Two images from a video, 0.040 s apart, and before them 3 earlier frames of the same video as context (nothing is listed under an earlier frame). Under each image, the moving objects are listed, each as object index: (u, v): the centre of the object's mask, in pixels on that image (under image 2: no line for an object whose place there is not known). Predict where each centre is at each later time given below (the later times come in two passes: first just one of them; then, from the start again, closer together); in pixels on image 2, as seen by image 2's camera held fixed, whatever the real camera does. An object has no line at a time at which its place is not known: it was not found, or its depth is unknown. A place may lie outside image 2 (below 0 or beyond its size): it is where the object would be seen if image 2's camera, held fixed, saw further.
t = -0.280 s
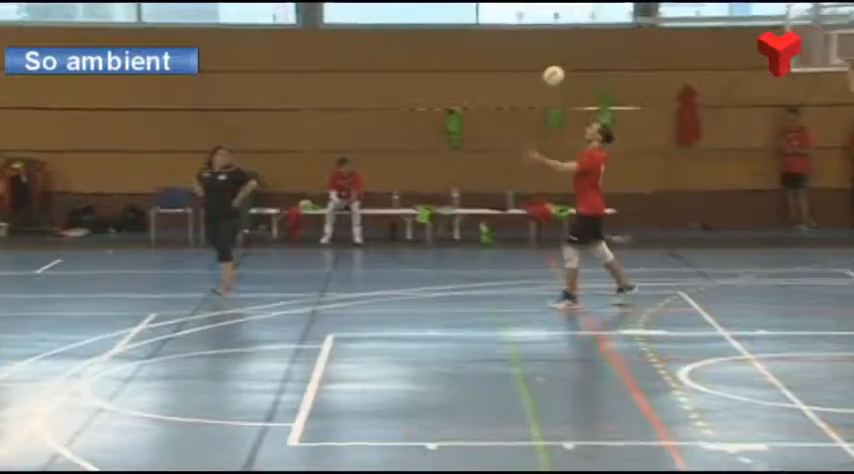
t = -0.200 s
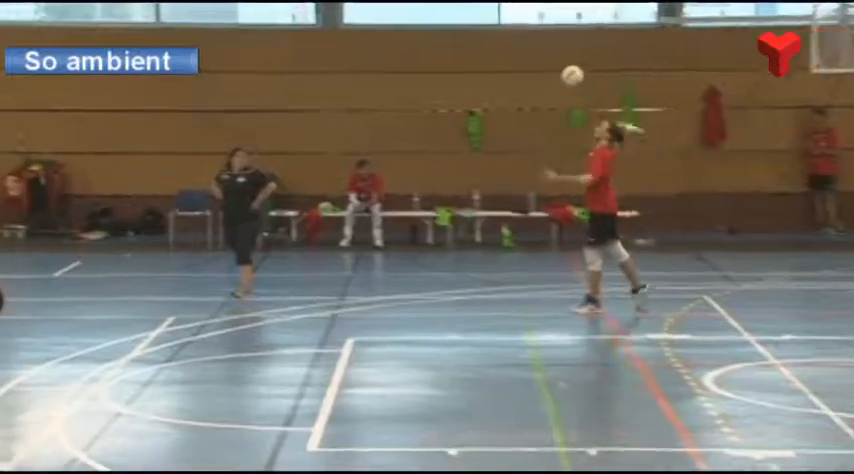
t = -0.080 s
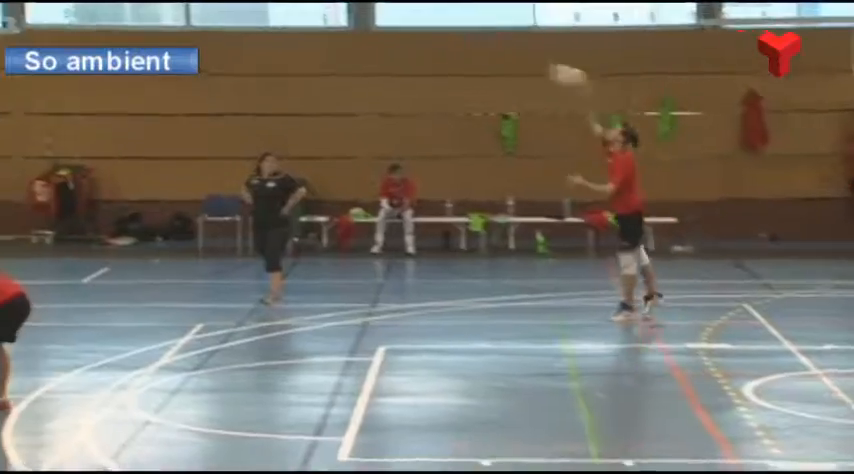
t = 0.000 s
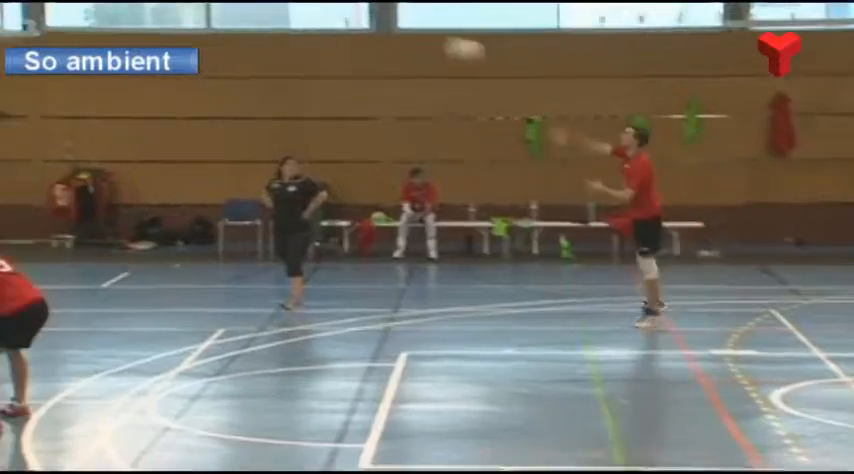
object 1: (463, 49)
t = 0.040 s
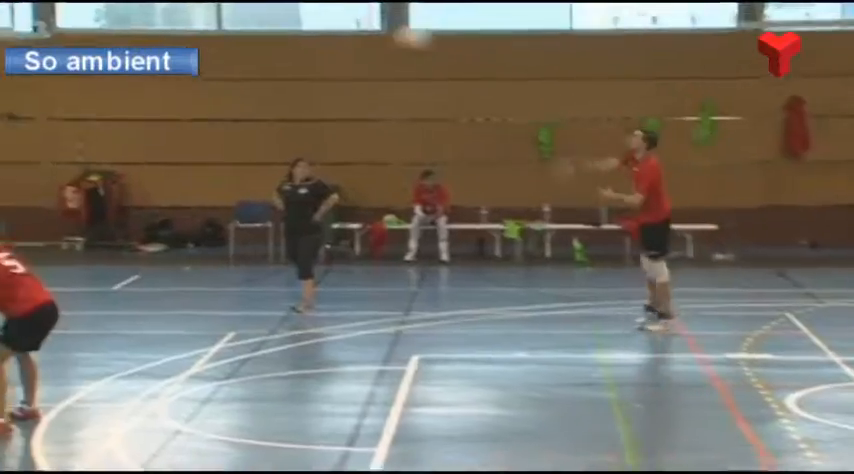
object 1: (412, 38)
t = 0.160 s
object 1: (217, 7)
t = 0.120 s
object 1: (280, 20)
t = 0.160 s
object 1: (217, 7)
